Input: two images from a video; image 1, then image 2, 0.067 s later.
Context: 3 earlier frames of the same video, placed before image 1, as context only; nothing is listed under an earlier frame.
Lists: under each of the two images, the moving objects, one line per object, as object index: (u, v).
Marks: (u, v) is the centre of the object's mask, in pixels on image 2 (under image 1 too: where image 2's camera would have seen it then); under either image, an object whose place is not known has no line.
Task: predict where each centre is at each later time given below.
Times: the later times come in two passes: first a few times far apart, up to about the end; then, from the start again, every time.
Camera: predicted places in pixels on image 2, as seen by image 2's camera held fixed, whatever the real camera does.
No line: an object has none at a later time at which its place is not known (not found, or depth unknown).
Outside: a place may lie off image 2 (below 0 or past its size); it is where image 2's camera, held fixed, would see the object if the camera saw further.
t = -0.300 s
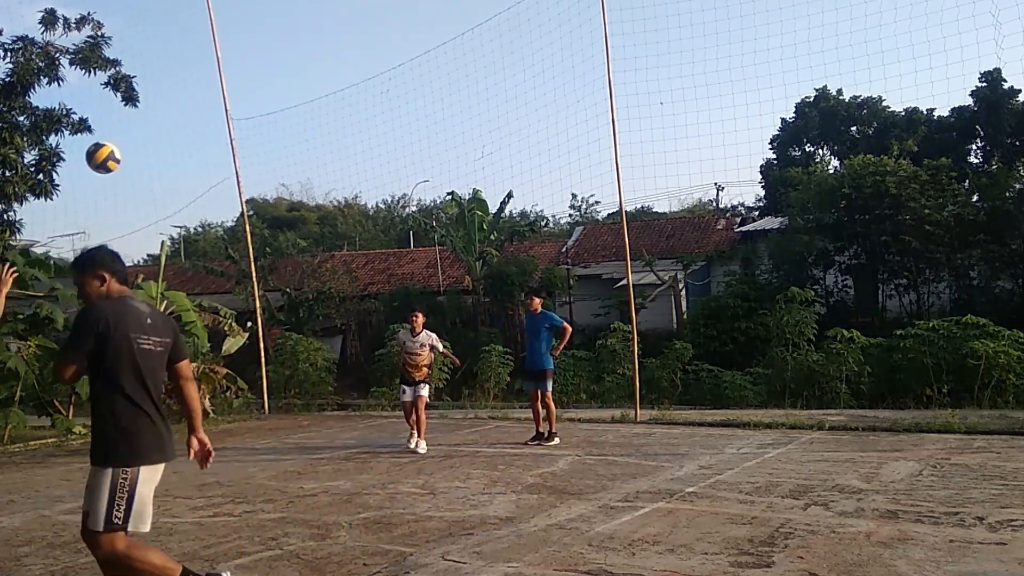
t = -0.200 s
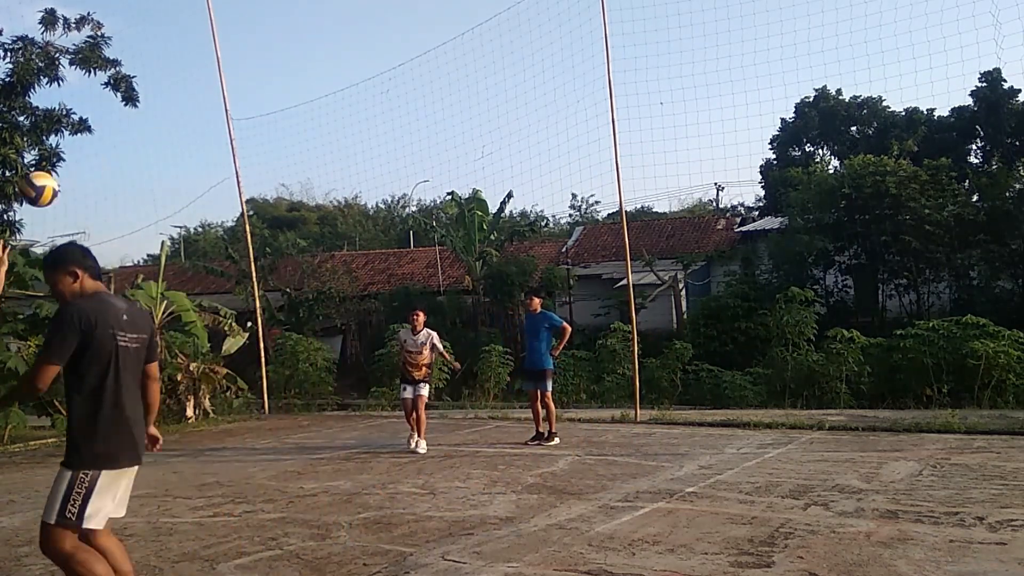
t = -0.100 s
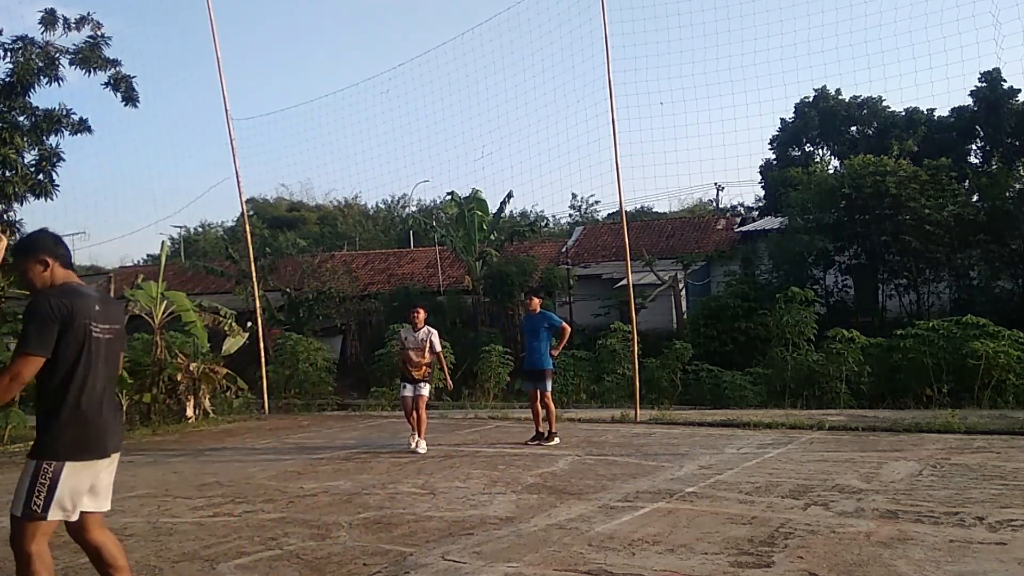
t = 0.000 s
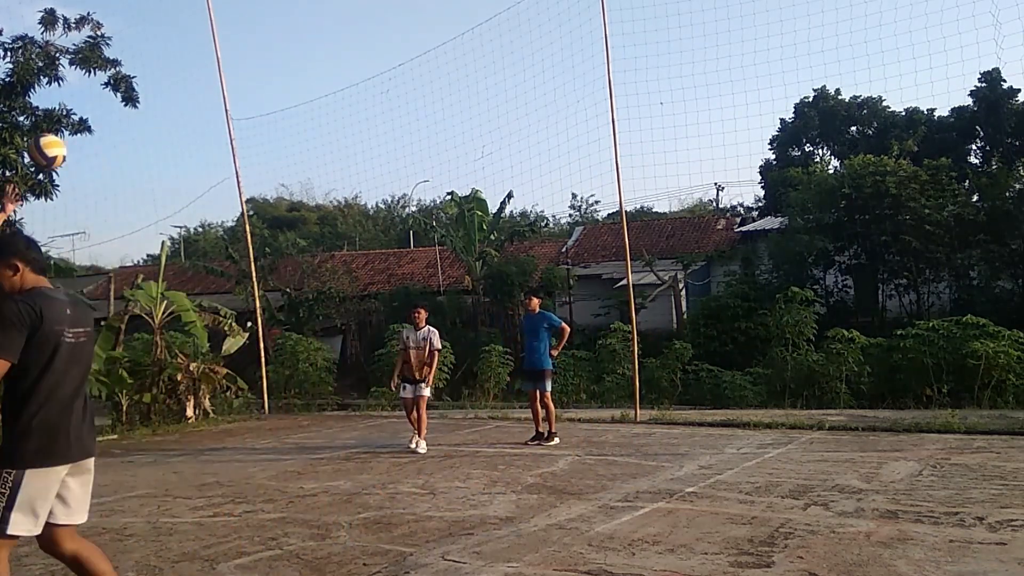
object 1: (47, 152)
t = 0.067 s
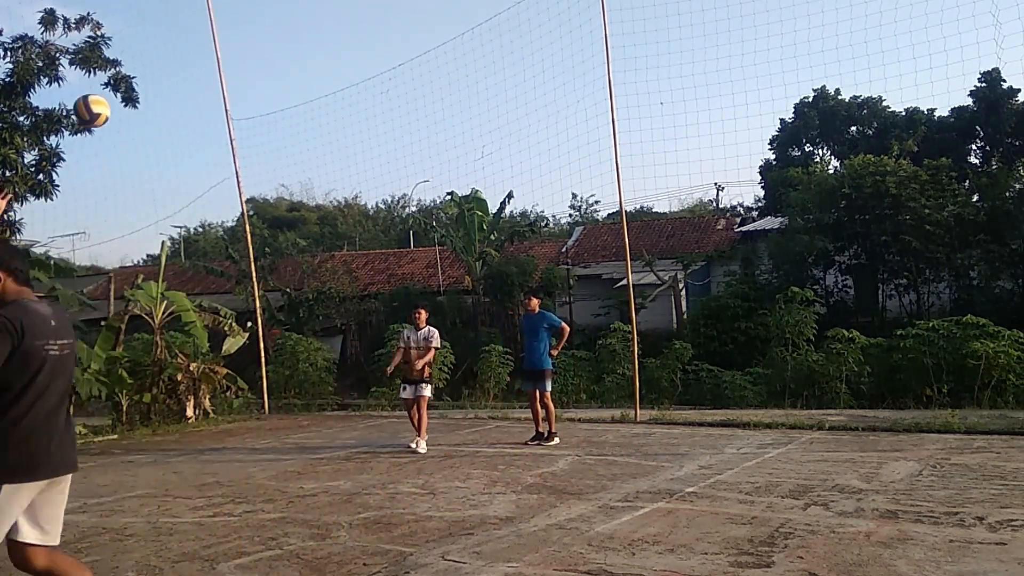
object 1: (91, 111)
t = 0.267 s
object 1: (203, 46)
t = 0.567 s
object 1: (327, 64)
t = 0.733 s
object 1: (381, 114)
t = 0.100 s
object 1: (113, 94)
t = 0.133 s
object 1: (132, 81)
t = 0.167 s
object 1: (151, 69)
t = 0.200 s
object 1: (169, 59)
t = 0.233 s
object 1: (187, 51)
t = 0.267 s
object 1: (203, 46)
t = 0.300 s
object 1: (219, 42)
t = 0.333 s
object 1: (234, 40)
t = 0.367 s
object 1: (249, 40)
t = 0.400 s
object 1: (263, 41)
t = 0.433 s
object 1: (277, 43)
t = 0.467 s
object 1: (290, 47)
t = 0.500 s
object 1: (303, 51)
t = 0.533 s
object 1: (315, 57)
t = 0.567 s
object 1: (327, 64)
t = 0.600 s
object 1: (339, 72)
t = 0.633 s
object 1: (350, 81)
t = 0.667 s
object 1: (361, 92)
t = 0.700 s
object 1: (371, 102)
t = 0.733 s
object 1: (381, 114)
